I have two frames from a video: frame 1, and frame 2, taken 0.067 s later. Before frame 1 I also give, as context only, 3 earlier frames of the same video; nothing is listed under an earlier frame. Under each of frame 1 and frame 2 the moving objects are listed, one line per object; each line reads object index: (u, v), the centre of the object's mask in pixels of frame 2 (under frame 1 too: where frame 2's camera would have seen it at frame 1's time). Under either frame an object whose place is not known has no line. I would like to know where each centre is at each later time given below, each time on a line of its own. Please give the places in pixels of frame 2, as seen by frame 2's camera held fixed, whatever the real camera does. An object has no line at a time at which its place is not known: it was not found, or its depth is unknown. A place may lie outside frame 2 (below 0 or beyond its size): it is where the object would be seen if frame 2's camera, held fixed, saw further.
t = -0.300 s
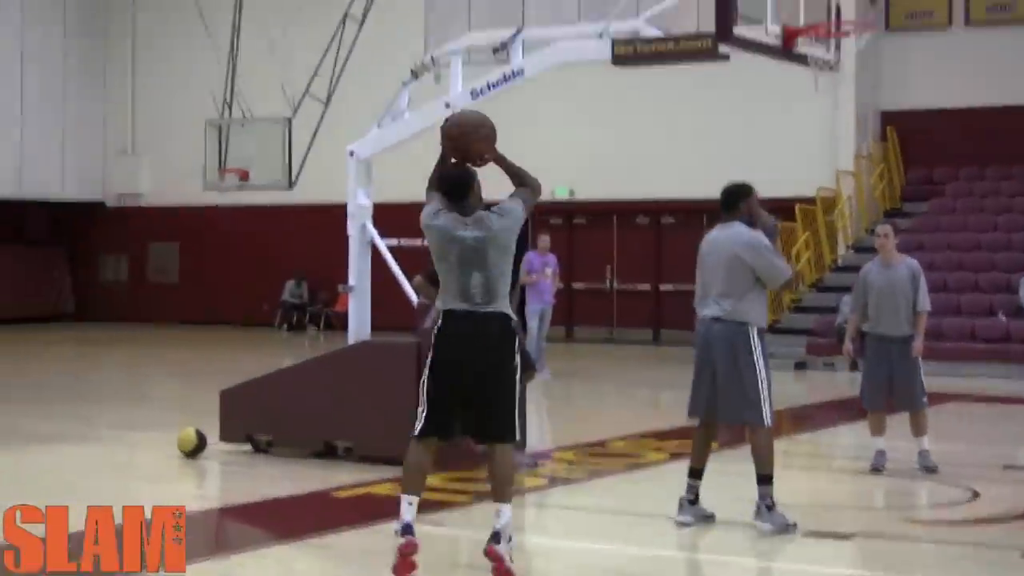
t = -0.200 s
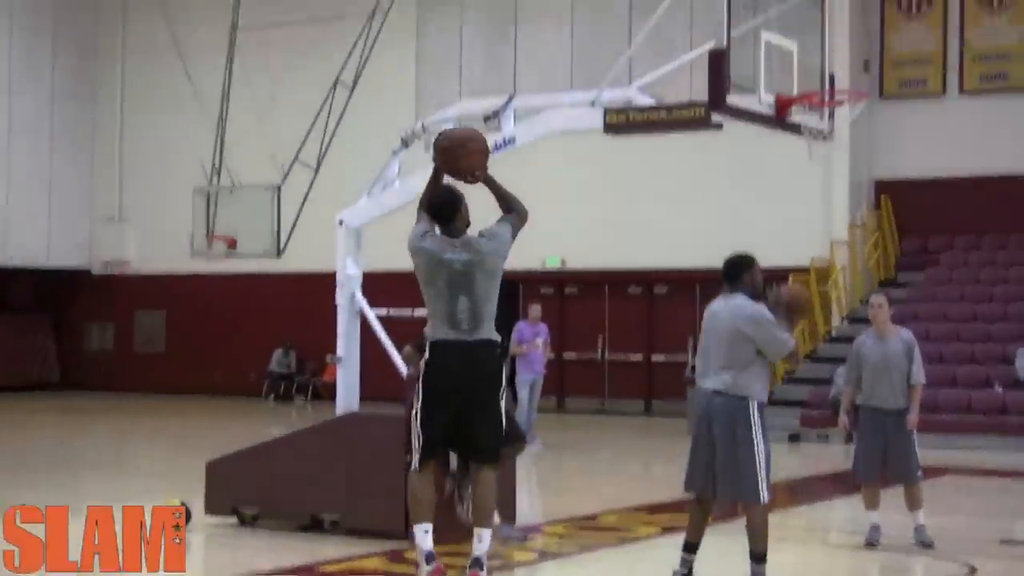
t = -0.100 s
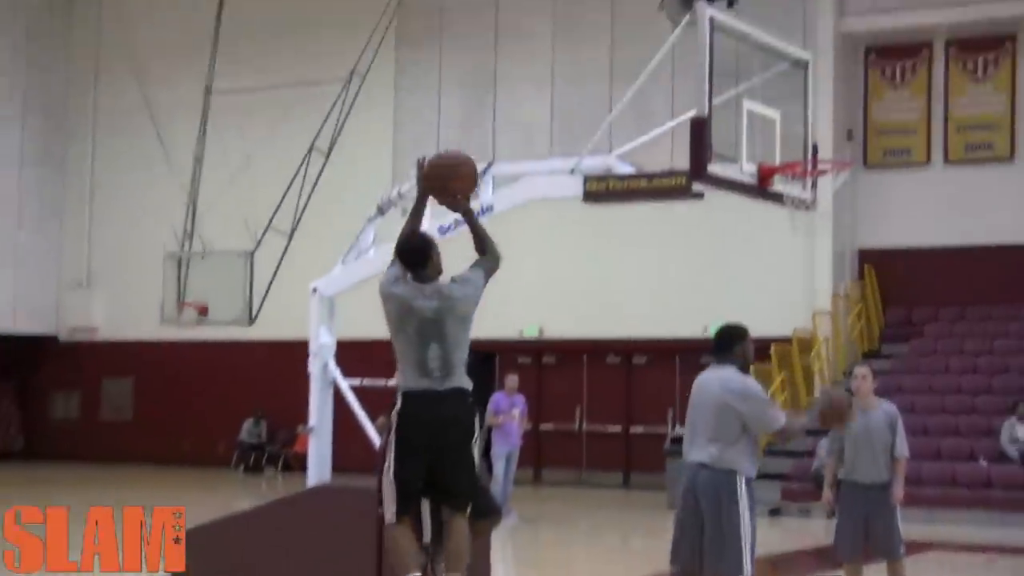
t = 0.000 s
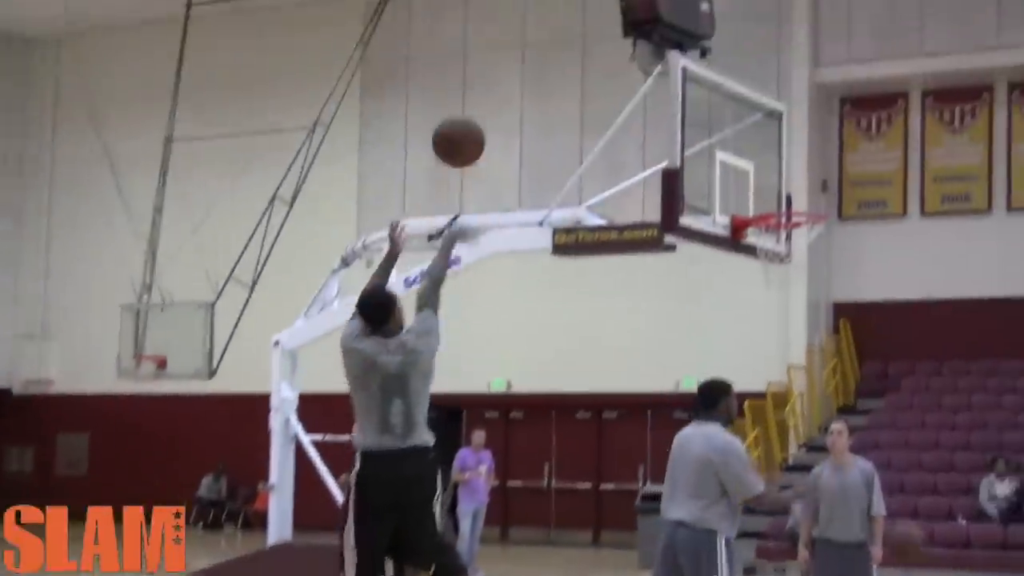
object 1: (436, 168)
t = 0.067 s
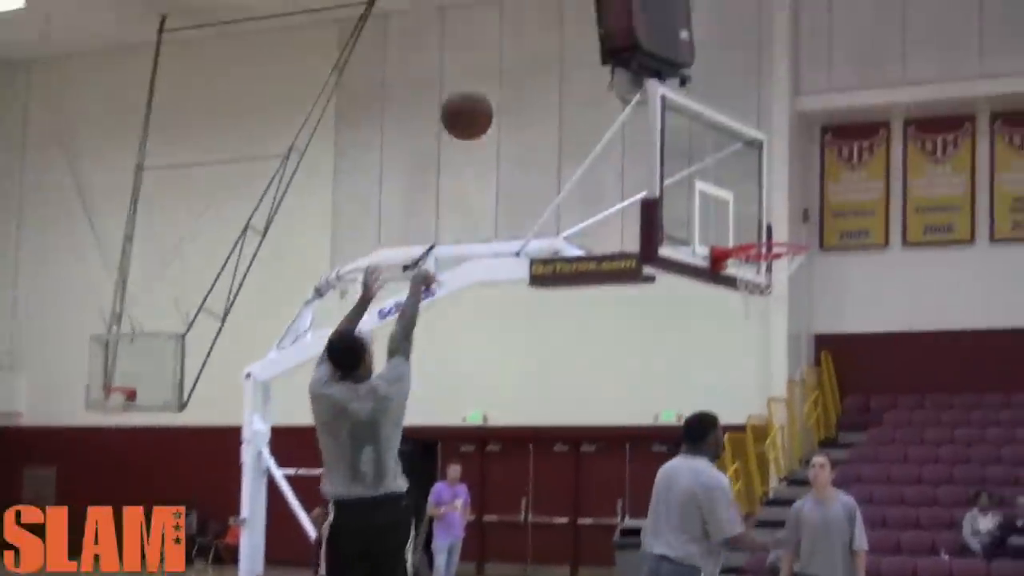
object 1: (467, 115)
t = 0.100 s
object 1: (480, 92)
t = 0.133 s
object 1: (494, 75)
